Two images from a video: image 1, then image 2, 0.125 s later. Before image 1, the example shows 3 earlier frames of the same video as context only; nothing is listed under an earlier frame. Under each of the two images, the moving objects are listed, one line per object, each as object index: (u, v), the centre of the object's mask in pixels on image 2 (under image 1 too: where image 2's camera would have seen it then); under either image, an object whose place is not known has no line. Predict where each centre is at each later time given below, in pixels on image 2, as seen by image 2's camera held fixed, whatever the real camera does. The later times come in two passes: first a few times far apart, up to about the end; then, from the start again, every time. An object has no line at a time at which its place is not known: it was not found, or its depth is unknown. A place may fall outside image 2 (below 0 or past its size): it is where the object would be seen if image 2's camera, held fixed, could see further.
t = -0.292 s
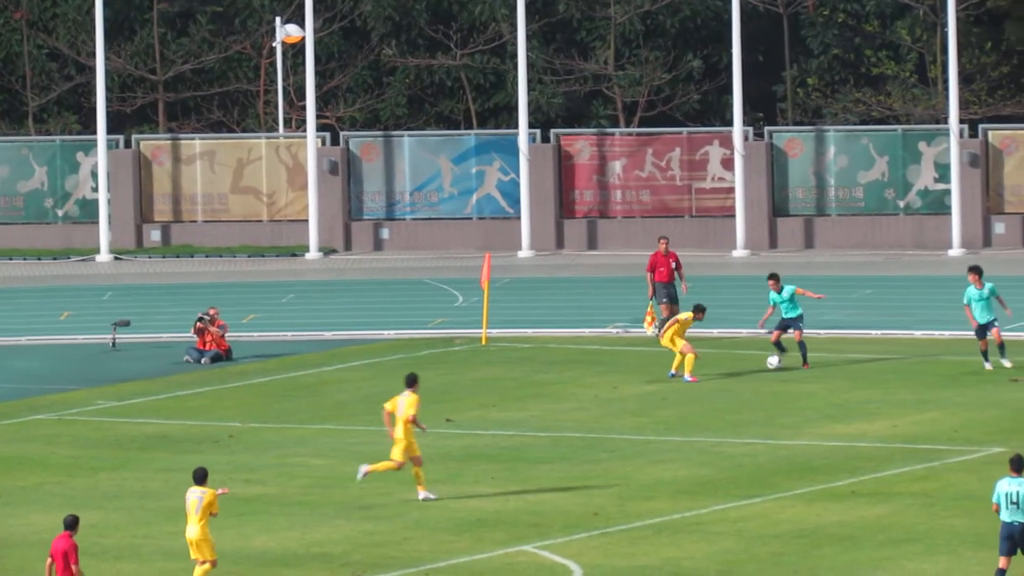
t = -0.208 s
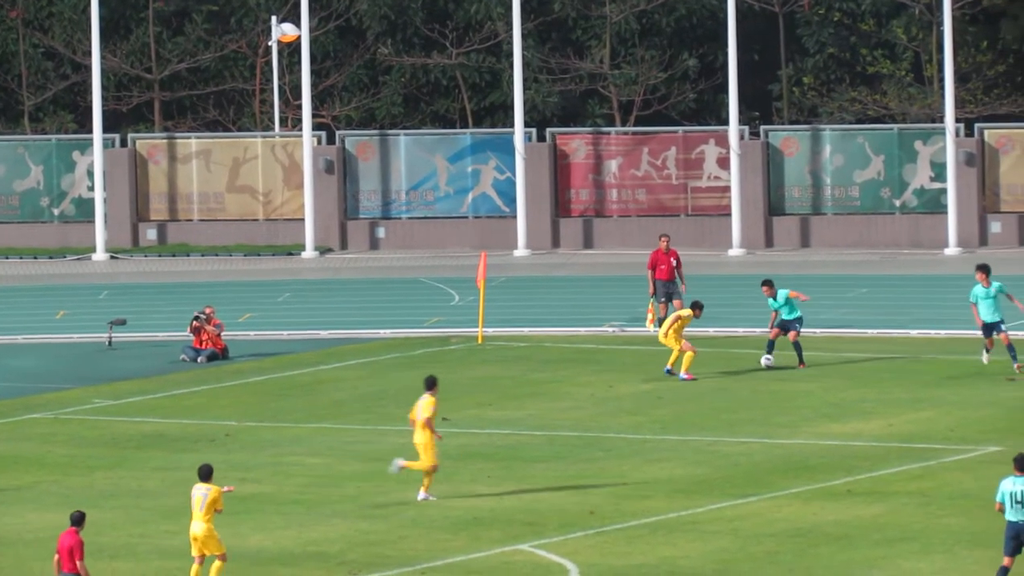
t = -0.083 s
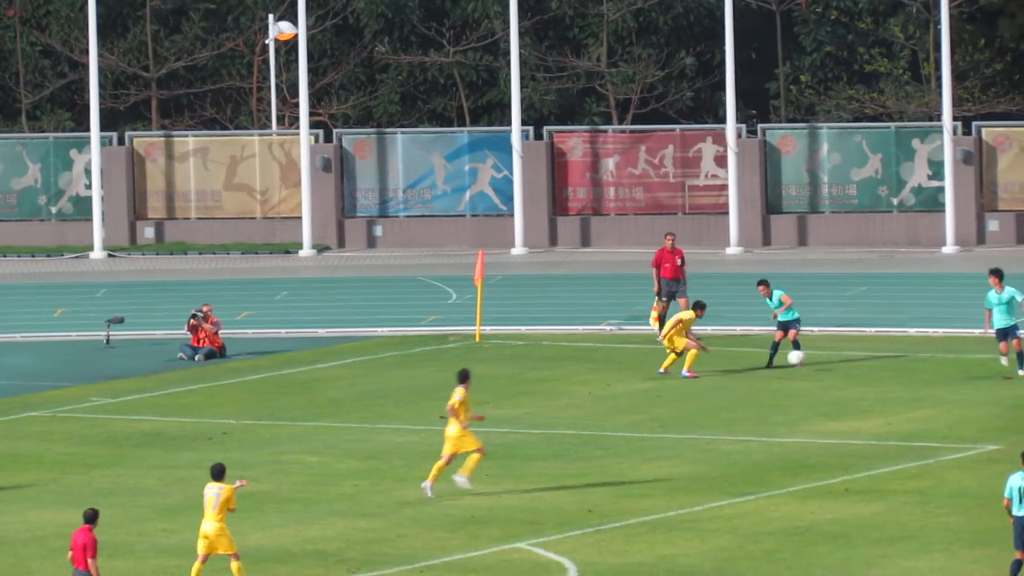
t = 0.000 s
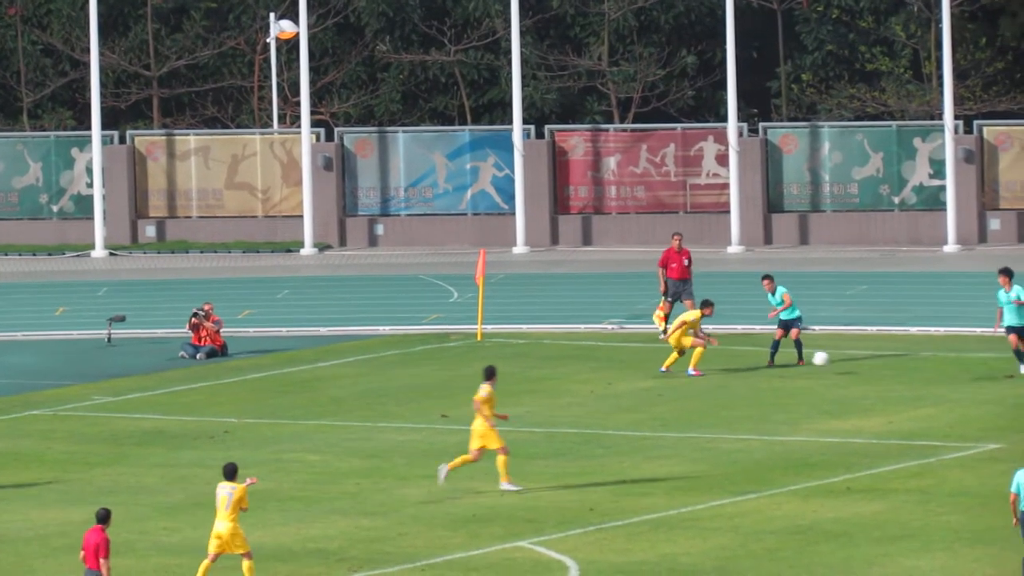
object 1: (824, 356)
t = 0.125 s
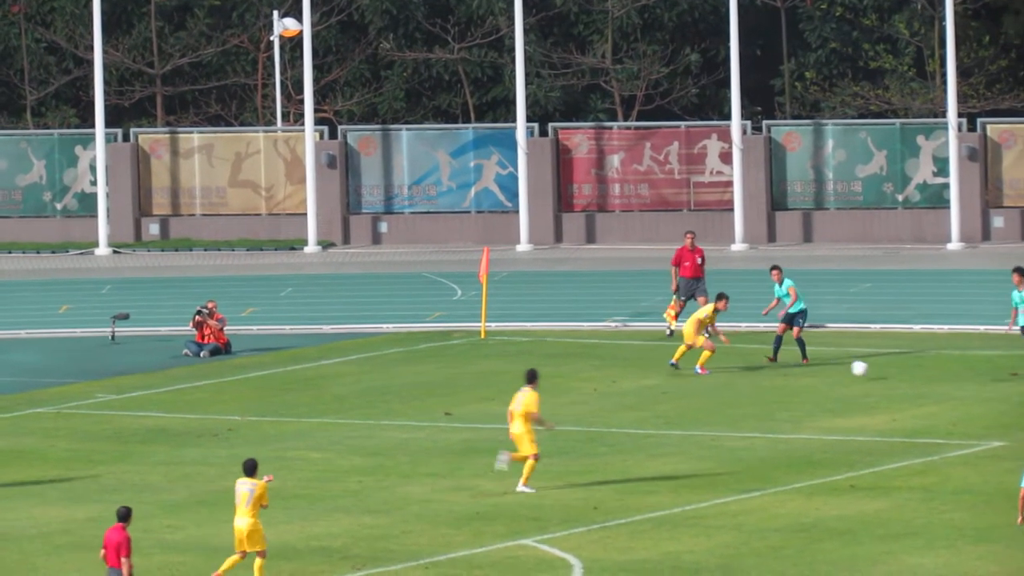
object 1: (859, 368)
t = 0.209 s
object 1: (882, 375)
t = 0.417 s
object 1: (932, 376)
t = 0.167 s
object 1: (871, 374)
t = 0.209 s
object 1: (882, 375)
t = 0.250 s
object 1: (893, 373)
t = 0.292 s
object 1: (903, 372)
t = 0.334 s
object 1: (913, 372)
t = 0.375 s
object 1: (922, 373)
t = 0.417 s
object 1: (932, 376)
